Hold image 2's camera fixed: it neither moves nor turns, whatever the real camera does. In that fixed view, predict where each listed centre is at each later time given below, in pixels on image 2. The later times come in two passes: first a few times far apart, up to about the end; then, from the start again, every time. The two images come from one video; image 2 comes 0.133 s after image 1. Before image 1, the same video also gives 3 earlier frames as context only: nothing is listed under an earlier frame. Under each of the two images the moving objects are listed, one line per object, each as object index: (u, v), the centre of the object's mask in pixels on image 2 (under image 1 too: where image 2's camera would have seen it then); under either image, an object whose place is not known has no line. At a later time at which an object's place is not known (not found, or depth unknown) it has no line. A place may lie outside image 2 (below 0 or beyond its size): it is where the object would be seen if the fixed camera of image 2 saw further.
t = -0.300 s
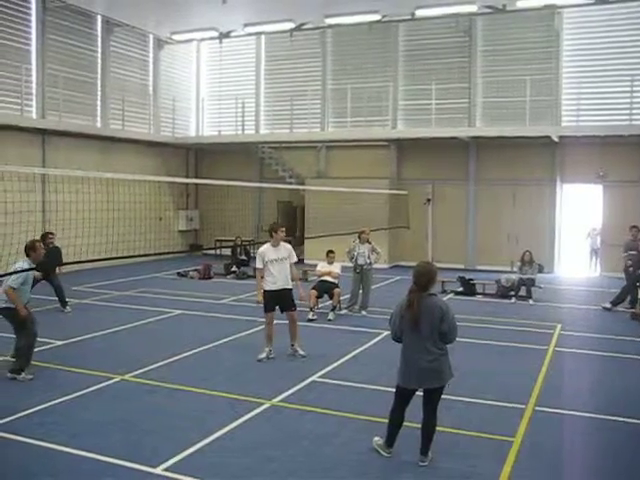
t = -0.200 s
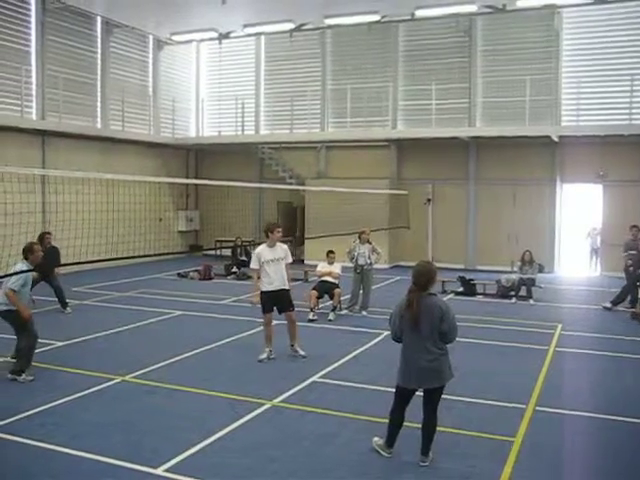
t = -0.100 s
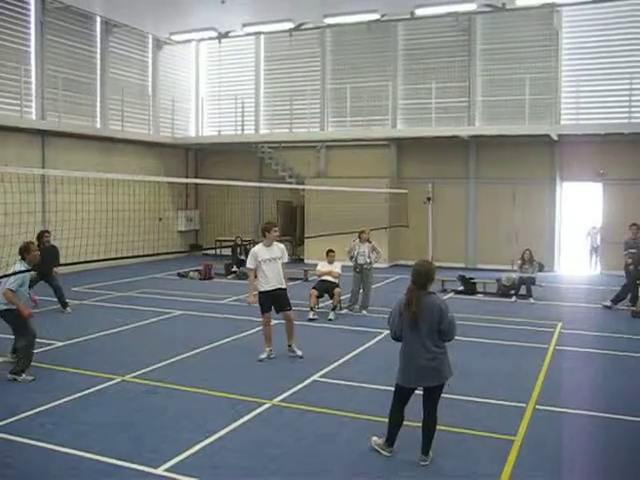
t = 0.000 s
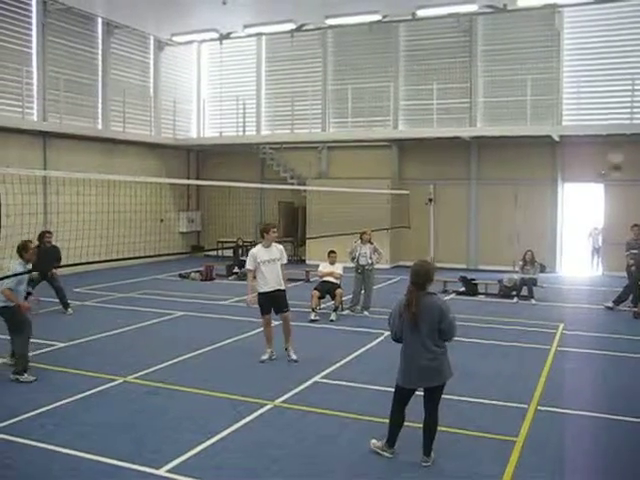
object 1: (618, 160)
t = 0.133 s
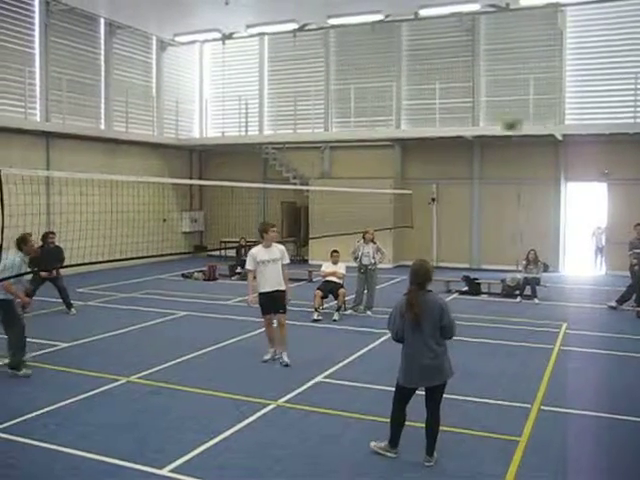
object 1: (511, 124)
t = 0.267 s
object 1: (406, 101)
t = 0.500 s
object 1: (247, 98)
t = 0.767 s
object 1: (88, 139)
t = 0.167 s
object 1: (485, 114)
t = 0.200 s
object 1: (458, 108)
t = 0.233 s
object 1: (432, 104)
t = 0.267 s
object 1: (406, 101)
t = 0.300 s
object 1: (381, 100)
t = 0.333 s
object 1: (359, 95)
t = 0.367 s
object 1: (334, 93)
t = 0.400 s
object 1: (312, 95)
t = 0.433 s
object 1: (289, 96)
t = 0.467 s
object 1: (268, 96)
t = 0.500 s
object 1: (247, 98)
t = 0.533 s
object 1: (225, 100)
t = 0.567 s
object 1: (204, 103)
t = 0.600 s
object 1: (184, 108)
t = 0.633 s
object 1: (165, 114)
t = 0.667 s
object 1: (145, 120)
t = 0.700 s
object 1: (126, 126)
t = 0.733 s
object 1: (107, 133)
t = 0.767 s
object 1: (88, 139)
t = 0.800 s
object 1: (68, 150)
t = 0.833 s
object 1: (51, 163)
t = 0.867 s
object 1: (36, 166)
